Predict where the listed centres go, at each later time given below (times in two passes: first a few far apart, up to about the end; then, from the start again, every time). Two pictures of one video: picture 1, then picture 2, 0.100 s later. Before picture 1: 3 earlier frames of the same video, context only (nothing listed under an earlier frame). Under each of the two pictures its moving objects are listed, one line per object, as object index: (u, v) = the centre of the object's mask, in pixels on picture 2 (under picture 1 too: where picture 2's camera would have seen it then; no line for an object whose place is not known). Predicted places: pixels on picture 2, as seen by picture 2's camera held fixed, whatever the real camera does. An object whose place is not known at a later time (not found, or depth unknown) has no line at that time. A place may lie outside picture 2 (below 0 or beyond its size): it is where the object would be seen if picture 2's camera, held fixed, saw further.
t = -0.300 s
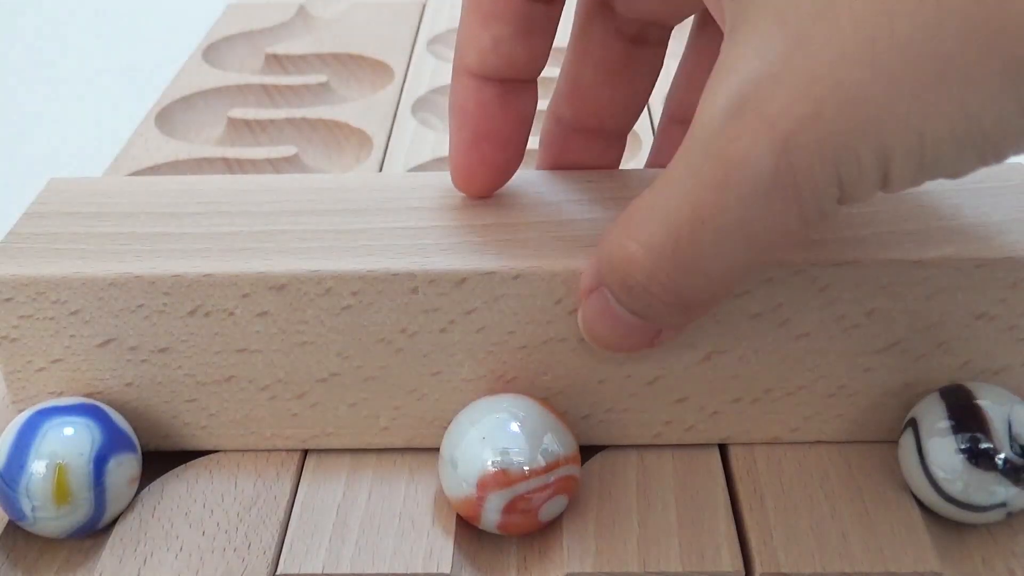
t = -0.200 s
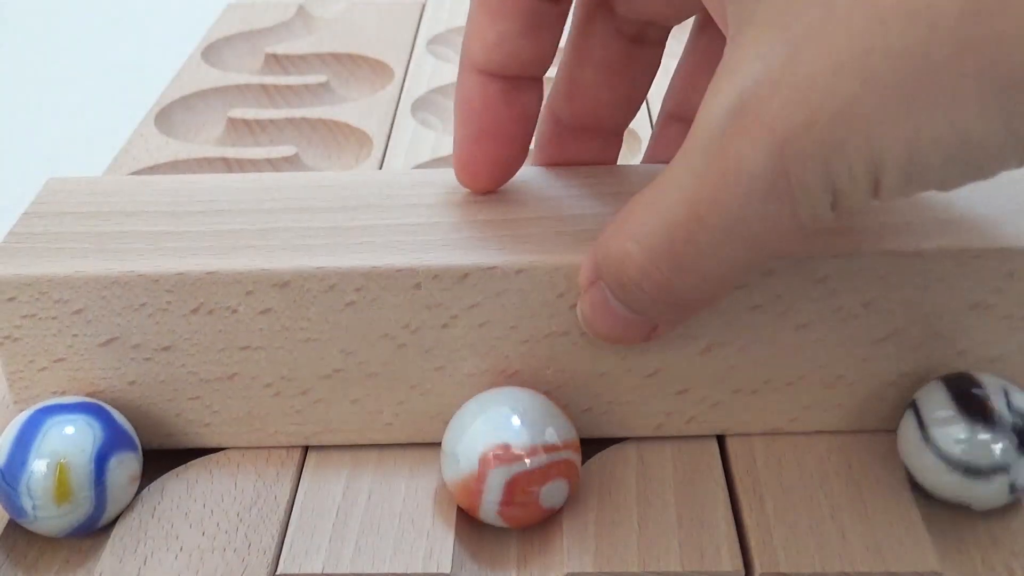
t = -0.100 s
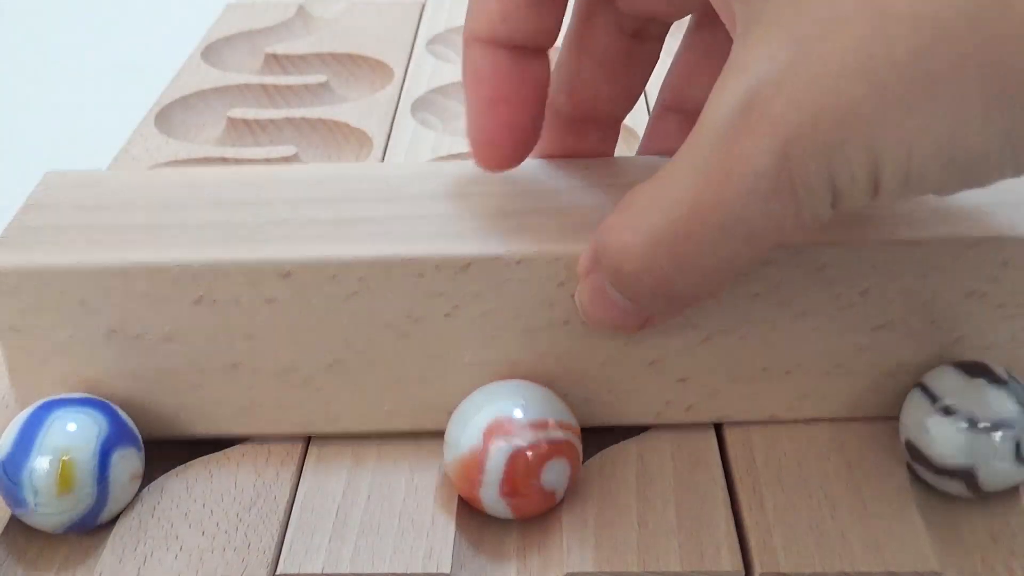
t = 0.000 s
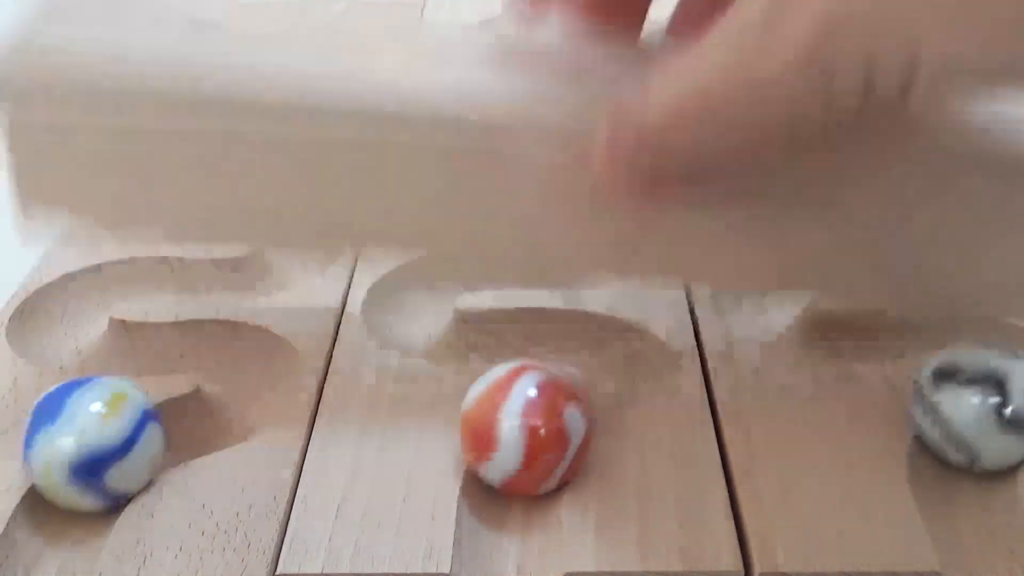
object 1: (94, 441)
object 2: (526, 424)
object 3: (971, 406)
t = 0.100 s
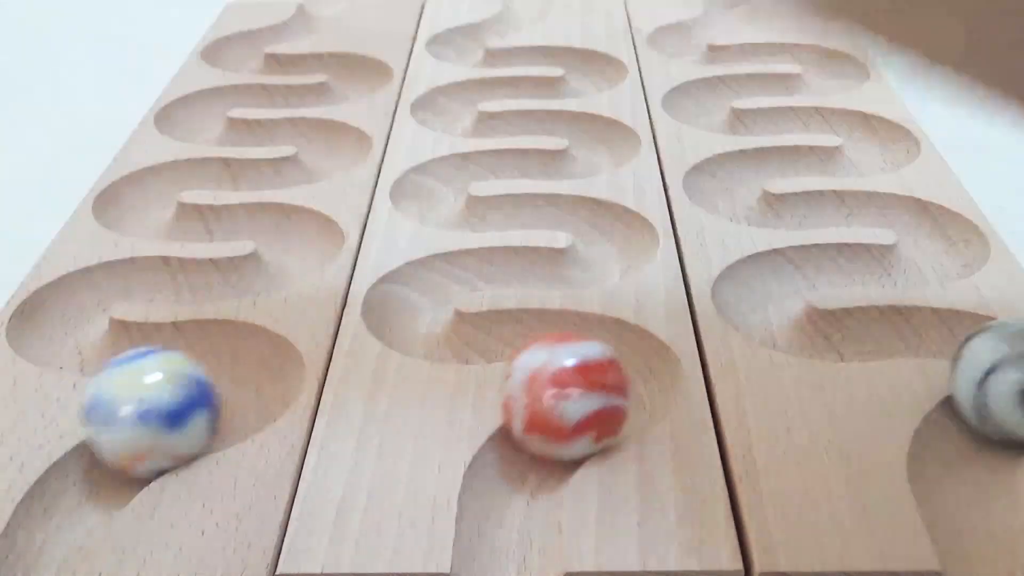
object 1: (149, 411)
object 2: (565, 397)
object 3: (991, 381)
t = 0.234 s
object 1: (244, 364)
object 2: (633, 353)
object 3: (991, 329)
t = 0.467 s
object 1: (94, 321)
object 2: (454, 311)
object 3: (797, 302)
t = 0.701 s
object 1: (151, 255)
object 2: (507, 241)
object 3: (877, 241)
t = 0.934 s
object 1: (284, 205)
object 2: (574, 190)
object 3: (865, 186)
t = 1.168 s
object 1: (134, 177)
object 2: (438, 156)
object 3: (737, 149)
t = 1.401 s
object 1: (319, 140)
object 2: (605, 125)
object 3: (884, 124)
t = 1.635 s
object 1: (216, 110)
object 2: (449, 98)
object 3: (720, 98)
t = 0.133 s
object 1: (177, 400)
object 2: (585, 387)
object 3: (998, 372)
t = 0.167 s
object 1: (205, 392)
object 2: (606, 380)
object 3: (1001, 365)
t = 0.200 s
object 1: (229, 380)
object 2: (625, 368)
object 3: (999, 350)
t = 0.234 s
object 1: (244, 364)
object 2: (633, 353)
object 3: (991, 329)
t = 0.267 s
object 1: (246, 349)
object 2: (629, 337)
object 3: (980, 315)
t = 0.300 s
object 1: (236, 334)
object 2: (610, 321)
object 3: (950, 308)
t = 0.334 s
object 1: (215, 323)
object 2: (581, 312)
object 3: (920, 307)
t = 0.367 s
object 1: (185, 321)
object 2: (551, 307)
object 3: (886, 306)
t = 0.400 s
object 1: (152, 324)
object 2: (518, 306)
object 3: (855, 309)
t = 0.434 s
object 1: (121, 323)
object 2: (488, 308)
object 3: (826, 308)
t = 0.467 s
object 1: (94, 321)
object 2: (454, 311)
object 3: (797, 302)
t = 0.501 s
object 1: (70, 318)
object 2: (425, 304)
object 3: (772, 291)
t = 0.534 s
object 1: (56, 309)
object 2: (411, 294)
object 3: (763, 278)
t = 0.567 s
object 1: (55, 294)
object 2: (407, 279)
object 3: (765, 262)
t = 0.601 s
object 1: (65, 279)
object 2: (418, 263)
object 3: (785, 252)
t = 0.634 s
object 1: (88, 265)
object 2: (442, 251)
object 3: (813, 243)
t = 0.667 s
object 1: (120, 256)
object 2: (473, 243)
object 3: (845, 240)
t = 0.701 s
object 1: (151, 255)
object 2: (507, 241)
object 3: (877, 241)
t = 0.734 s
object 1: (182, 256)
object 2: (536, 242)
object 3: (911, 243)
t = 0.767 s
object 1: (214, 255)
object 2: (569, 243)
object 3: (934, 238)
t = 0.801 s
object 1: (244, 250)
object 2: (597, 237)
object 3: (948, 227)
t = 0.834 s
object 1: (274, 244)
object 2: (614, 226)
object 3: (945, 212)
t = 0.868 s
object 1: (292, 232)
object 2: (615, 212)
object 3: (925, 198)
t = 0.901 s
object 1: (297, 218)
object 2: (601, 199)
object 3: (895, 189)
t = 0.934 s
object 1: (284, 205)
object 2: (574, 190)
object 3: (865, 186)
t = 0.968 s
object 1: (259, 200)
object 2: (544, 187)
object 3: (830, 186)
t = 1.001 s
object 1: (227, 199)
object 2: (513, 187)
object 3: (802, 188)
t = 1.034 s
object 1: (196, 200)
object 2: (482, 188)
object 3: (772, 188)
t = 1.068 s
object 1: (166, 201)
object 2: (452, 188)
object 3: (745, 181)
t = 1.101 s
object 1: (143, 196)
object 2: (433, 181)
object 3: (729, 172)
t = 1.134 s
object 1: (132, 188)
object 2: (428, 167)
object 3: (724, 162)
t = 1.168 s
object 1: (134, 177)
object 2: (438, 156)
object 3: (737, 149)
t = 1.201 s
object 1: (149, 161)
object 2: (463, 146)
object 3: (761, 144)
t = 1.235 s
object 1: (178, 154)
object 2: (491, 141)
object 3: (787, 140)
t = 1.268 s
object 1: (208, 151)
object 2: (519, 139)
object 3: (817, 139)
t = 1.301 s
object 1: (237, 151)
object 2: (547, 141)
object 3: (846, 139)
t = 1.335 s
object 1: (264, 150)
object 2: (576, 139)
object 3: (869, 137)
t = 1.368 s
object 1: (296, 147)
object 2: (597, 134)
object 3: (883, 130)
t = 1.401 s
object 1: (319, 140)
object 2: (605, 125)
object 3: (884, 124)
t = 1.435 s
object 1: (332, 132)
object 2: (600, 114)
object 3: (869, 110)
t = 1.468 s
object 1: (330, 121)
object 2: (578, 105)
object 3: (844, 100)
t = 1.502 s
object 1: (310, 113)
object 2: (553, 102)
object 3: (816, 100)
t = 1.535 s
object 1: (286, 110)
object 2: (525, 99)
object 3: (789, 100)
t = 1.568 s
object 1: (261, 111)
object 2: (497, 101)
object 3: (768, 100)
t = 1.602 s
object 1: (238, 111)
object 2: (470, 103)
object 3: (741, 102)
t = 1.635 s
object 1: (216, 110)
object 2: (449, 98)
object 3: (720, 98)
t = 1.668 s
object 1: (199, 108)
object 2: (442, 90)
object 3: (703, 92)
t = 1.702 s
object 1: (189, 103)
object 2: (449, 79)
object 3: (698, 86)
